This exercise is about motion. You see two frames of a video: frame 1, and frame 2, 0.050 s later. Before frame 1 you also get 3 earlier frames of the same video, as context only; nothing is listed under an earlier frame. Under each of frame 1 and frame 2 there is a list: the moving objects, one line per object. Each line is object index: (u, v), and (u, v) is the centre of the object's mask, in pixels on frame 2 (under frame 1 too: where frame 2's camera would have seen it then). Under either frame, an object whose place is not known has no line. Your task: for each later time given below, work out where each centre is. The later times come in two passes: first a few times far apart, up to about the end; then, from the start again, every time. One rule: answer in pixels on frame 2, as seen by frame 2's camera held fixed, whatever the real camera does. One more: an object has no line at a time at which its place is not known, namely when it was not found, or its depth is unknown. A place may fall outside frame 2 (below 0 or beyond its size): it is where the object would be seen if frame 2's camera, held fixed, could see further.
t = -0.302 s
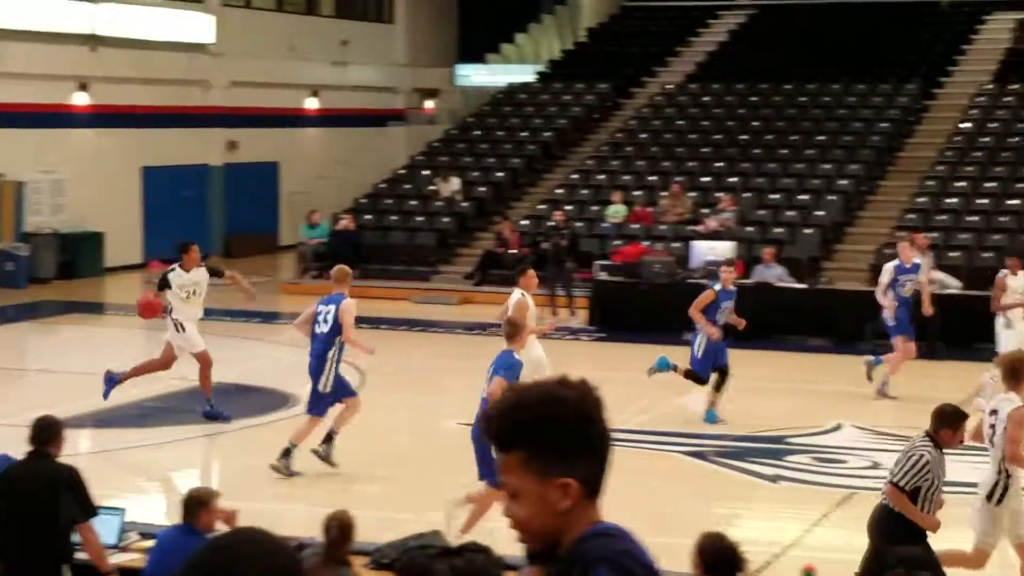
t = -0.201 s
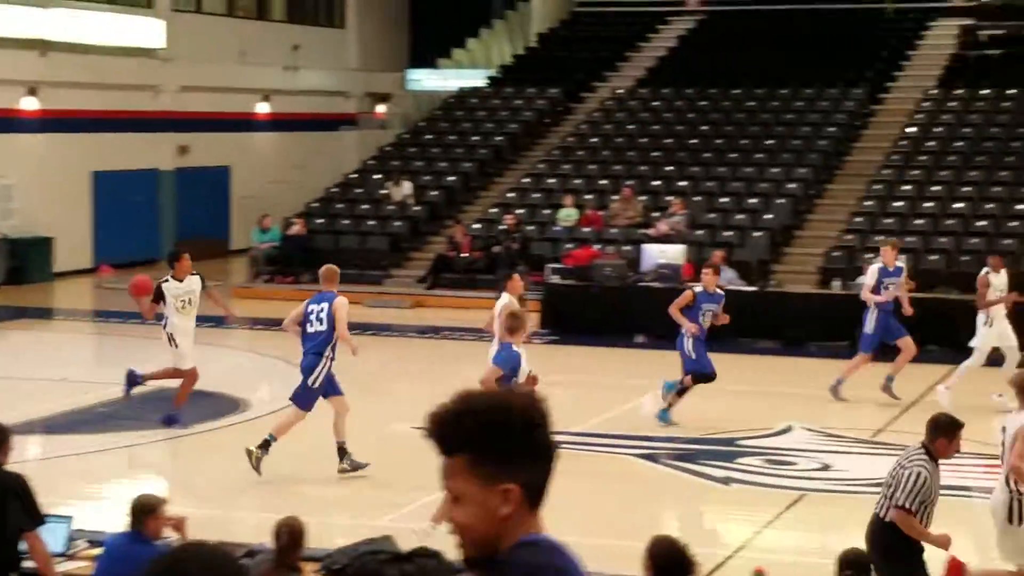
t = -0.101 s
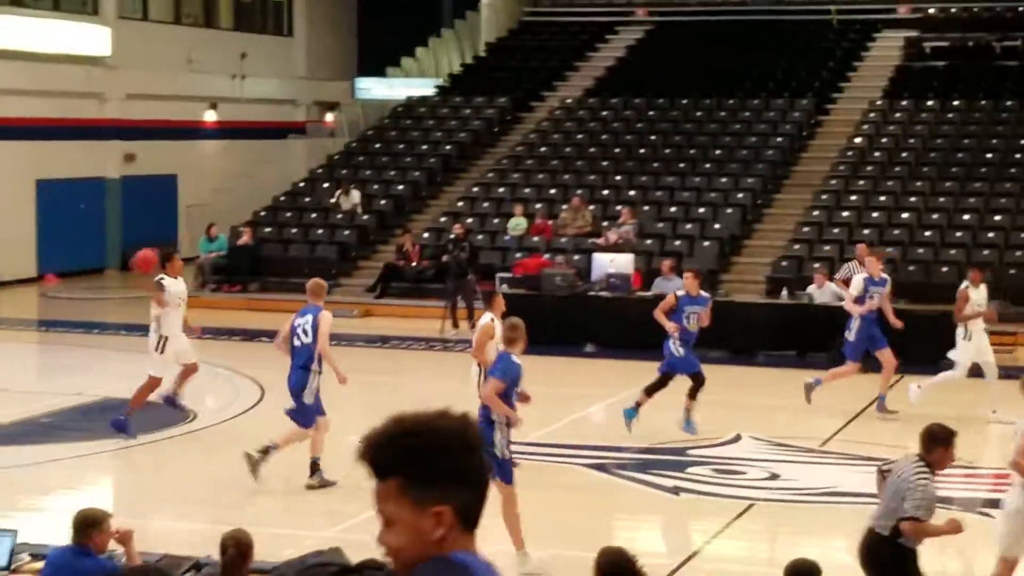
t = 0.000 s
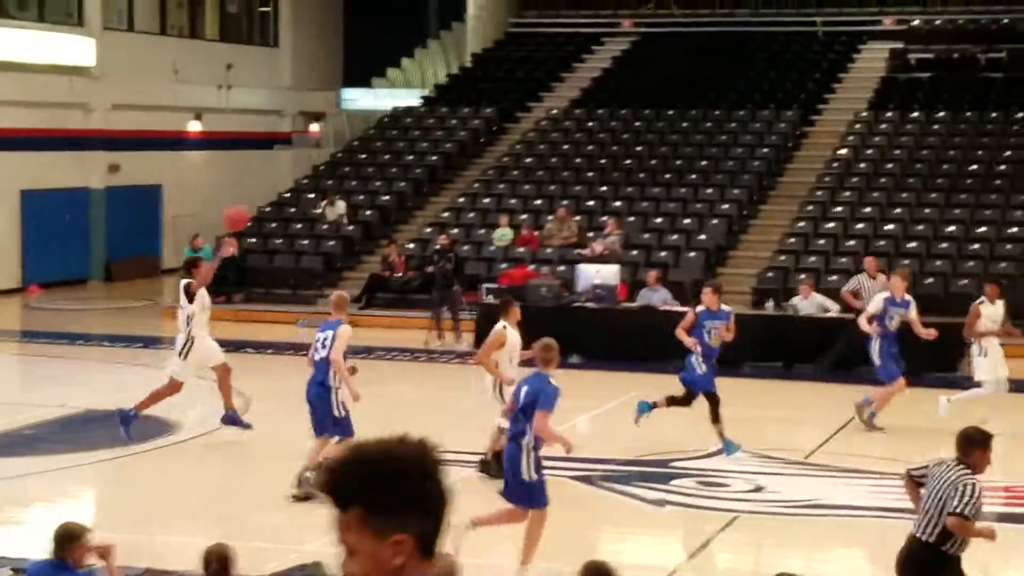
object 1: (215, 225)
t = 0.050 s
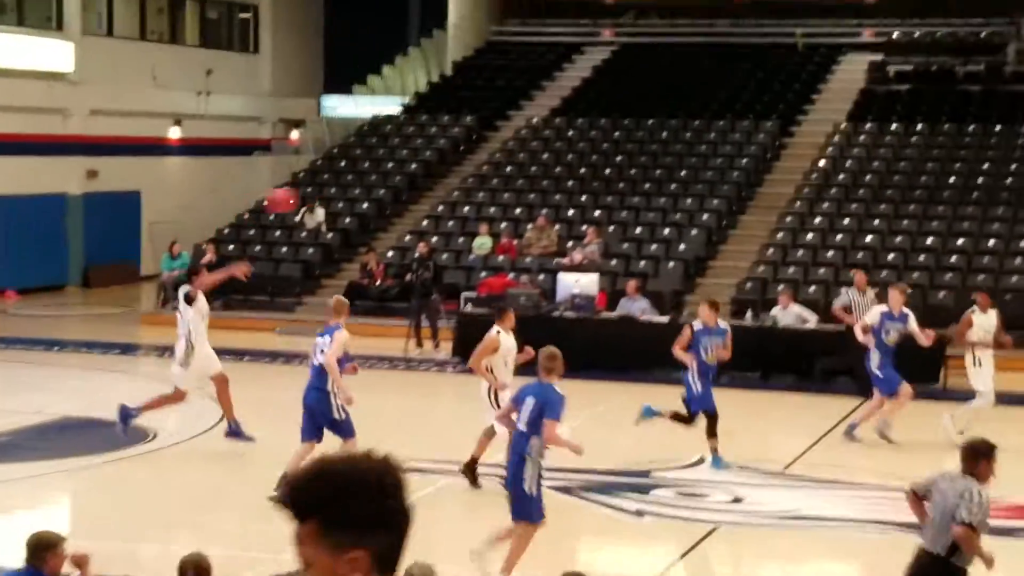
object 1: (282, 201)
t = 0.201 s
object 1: (474, 141)
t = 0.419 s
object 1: (736, 93)
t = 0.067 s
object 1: (303, 192)
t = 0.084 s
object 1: (327, 185)
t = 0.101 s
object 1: (347, 178)
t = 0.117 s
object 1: (369, 172)
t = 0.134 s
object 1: (389, 164)
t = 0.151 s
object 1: (411, 159)
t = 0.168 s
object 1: (433, 152)
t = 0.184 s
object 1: (453, 146)
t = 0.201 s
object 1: (474, 141)
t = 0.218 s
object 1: (493, 136)
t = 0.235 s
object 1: (515, 131)
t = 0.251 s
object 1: (536, 126)
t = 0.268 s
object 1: (556, 121)
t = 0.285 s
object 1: (577, 117)
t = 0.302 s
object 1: (597, 113)
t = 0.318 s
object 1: (618, 109)
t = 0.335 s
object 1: (637, 106)
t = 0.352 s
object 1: (658, 103)
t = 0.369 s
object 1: (677, 100)
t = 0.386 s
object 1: (696, 97)
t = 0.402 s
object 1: (716, 95)
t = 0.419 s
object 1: (736, 93)
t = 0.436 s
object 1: (756, 90)
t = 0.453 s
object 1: (775, 88)
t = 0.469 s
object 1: (795, 87)
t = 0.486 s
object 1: (814, 85)
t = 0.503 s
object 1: (833, 83)
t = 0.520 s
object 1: (854, 84)
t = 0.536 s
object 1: (873, 83)
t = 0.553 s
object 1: (892, 82)
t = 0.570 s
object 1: (911, 82)
